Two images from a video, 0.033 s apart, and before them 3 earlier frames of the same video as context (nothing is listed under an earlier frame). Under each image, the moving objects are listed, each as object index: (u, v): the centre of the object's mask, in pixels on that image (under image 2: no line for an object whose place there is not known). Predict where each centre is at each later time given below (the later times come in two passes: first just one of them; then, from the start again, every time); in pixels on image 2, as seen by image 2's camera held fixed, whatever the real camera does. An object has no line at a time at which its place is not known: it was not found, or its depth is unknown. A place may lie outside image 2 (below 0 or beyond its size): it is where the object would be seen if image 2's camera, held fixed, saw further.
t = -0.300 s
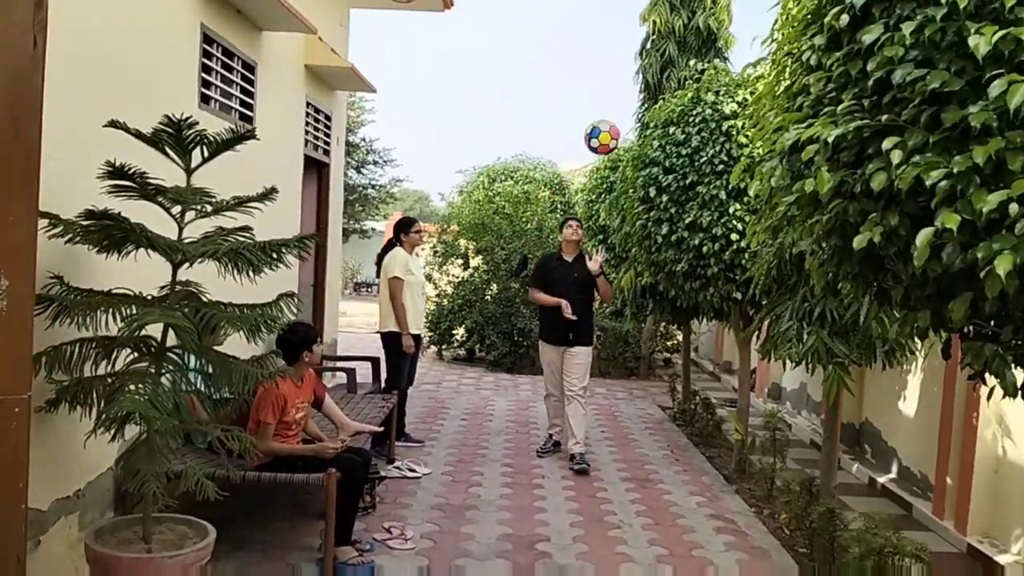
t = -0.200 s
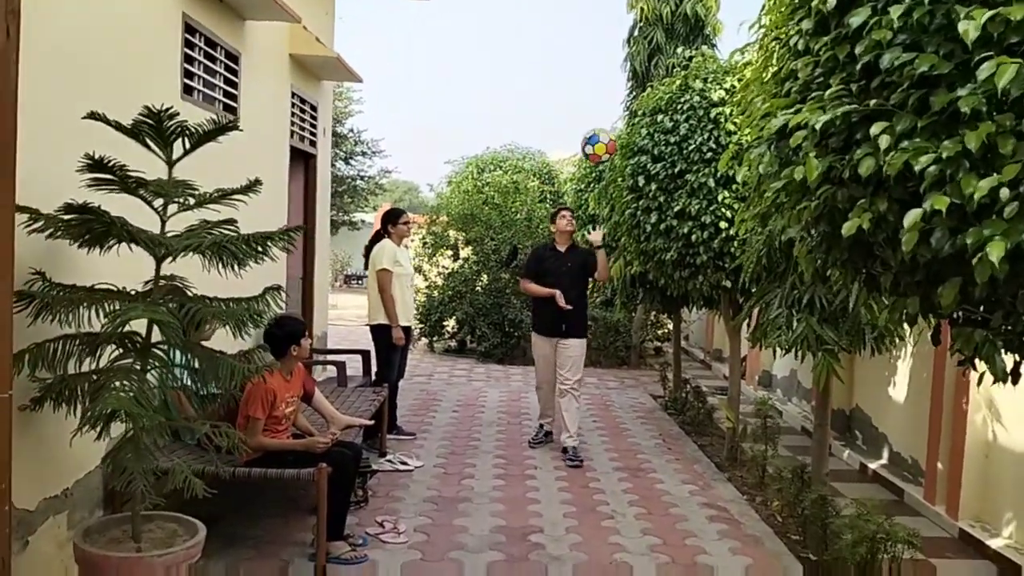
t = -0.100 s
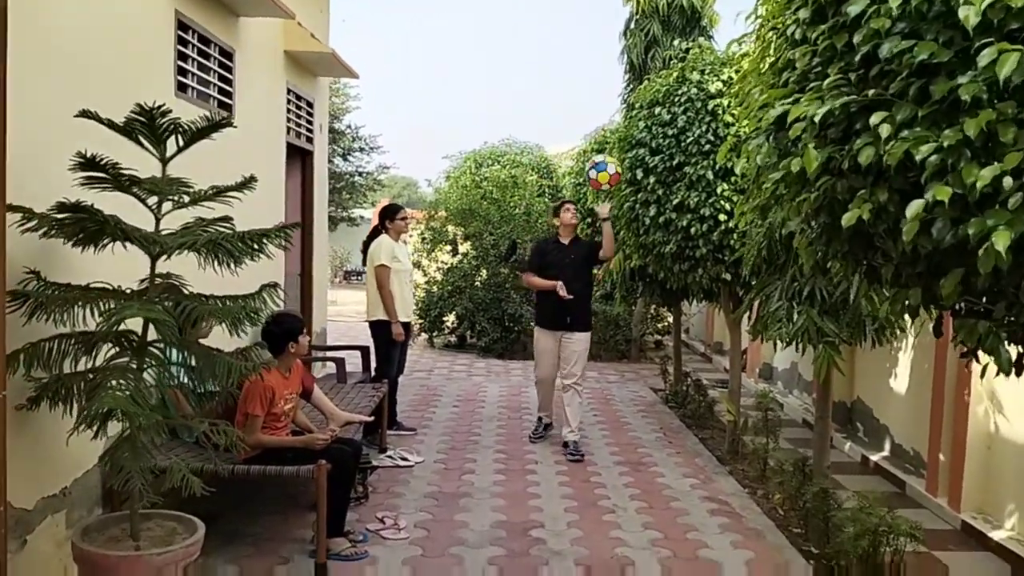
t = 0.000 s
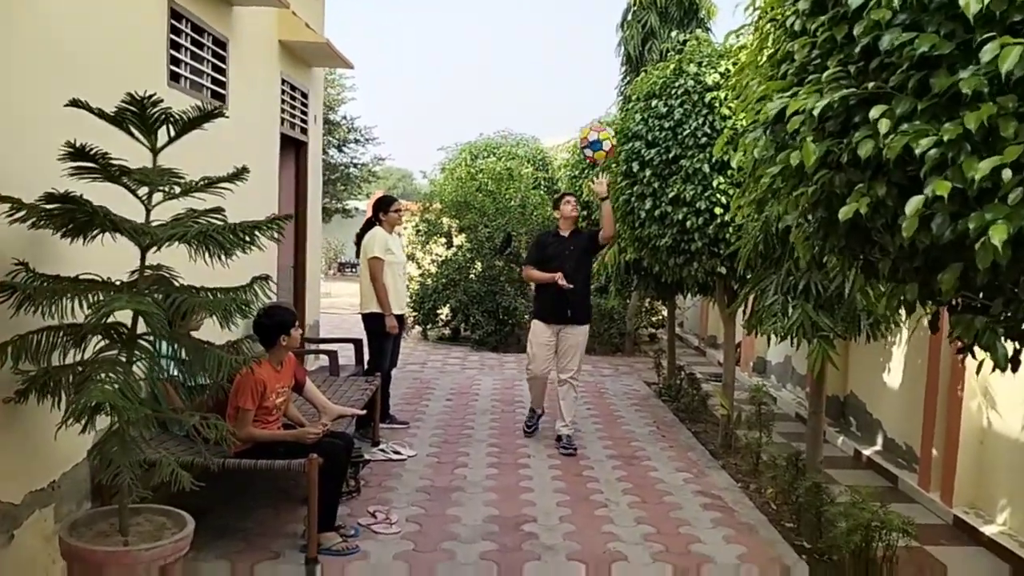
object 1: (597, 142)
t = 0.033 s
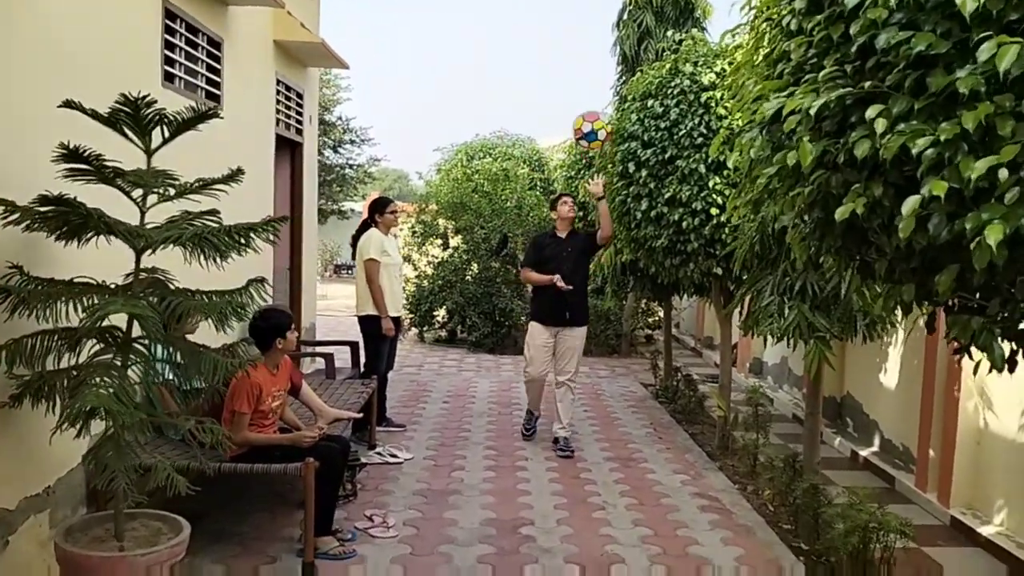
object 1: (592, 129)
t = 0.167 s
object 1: (582, 89)
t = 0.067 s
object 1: (589, 118)
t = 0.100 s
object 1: (587, 107)
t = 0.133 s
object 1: (585, 98)
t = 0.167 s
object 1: (582, 89)
